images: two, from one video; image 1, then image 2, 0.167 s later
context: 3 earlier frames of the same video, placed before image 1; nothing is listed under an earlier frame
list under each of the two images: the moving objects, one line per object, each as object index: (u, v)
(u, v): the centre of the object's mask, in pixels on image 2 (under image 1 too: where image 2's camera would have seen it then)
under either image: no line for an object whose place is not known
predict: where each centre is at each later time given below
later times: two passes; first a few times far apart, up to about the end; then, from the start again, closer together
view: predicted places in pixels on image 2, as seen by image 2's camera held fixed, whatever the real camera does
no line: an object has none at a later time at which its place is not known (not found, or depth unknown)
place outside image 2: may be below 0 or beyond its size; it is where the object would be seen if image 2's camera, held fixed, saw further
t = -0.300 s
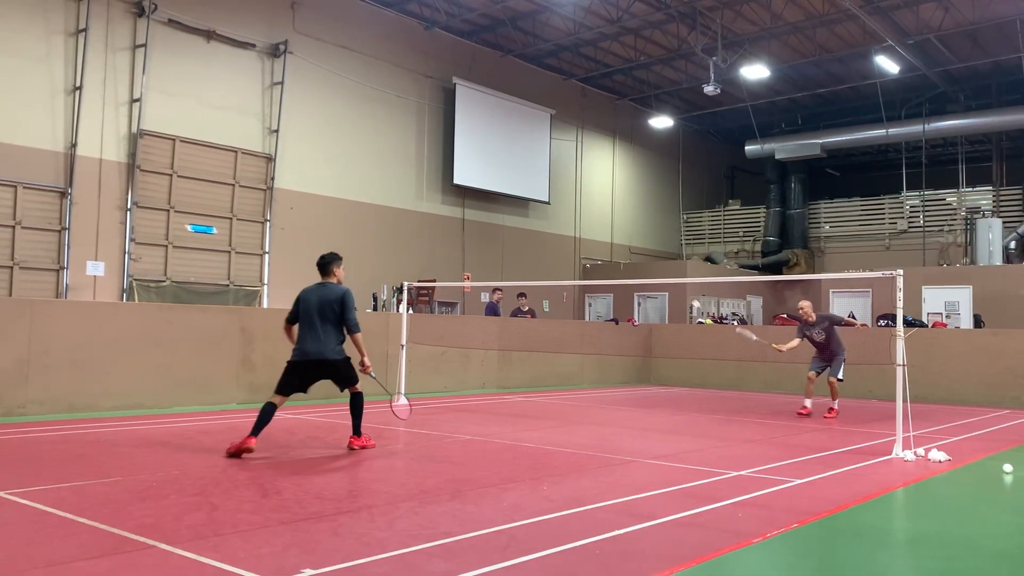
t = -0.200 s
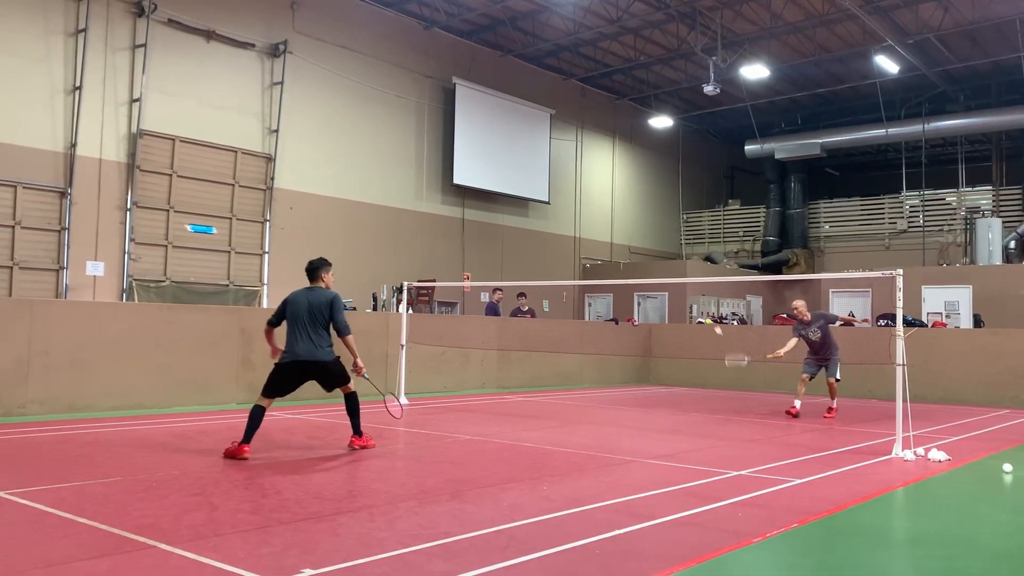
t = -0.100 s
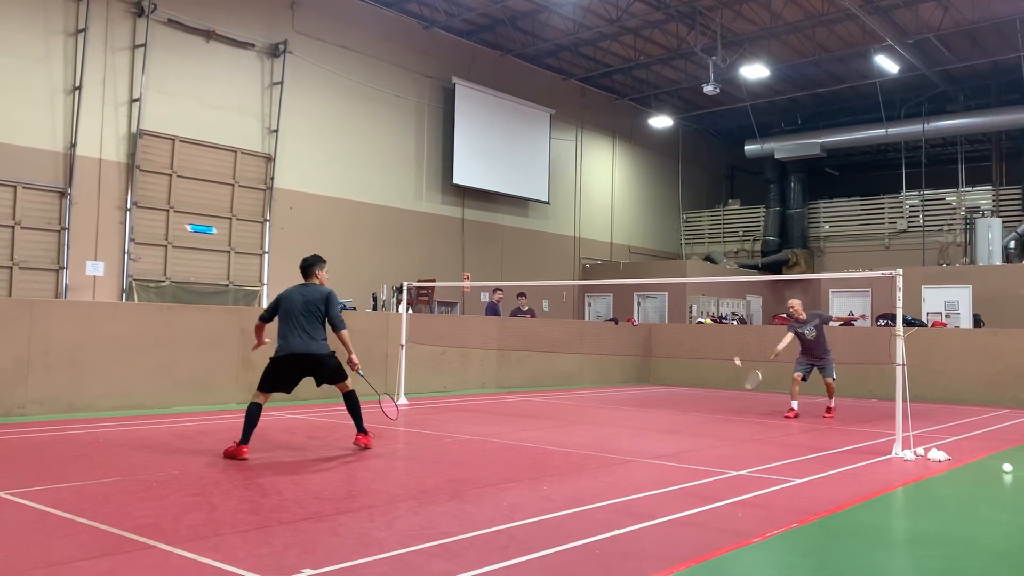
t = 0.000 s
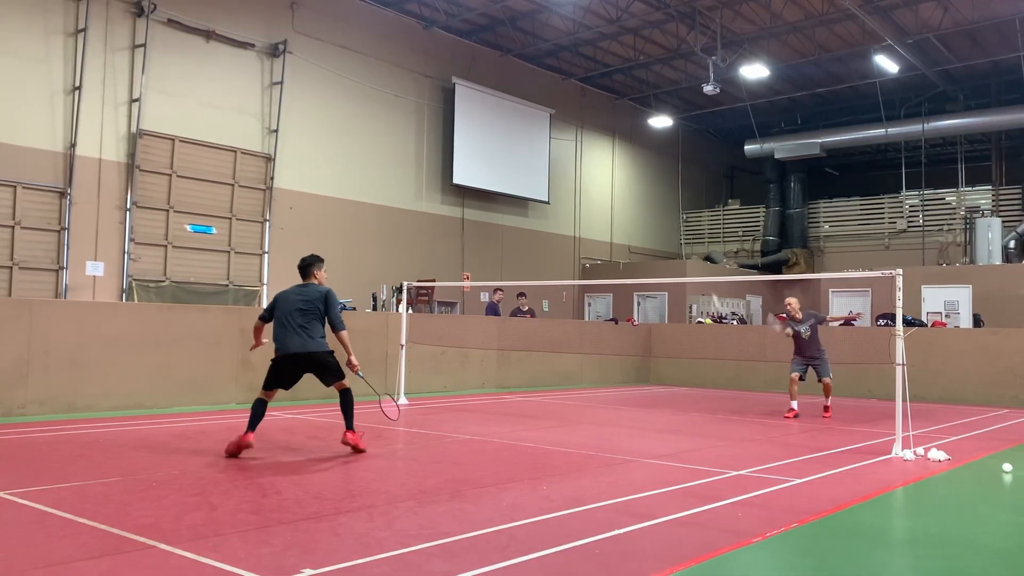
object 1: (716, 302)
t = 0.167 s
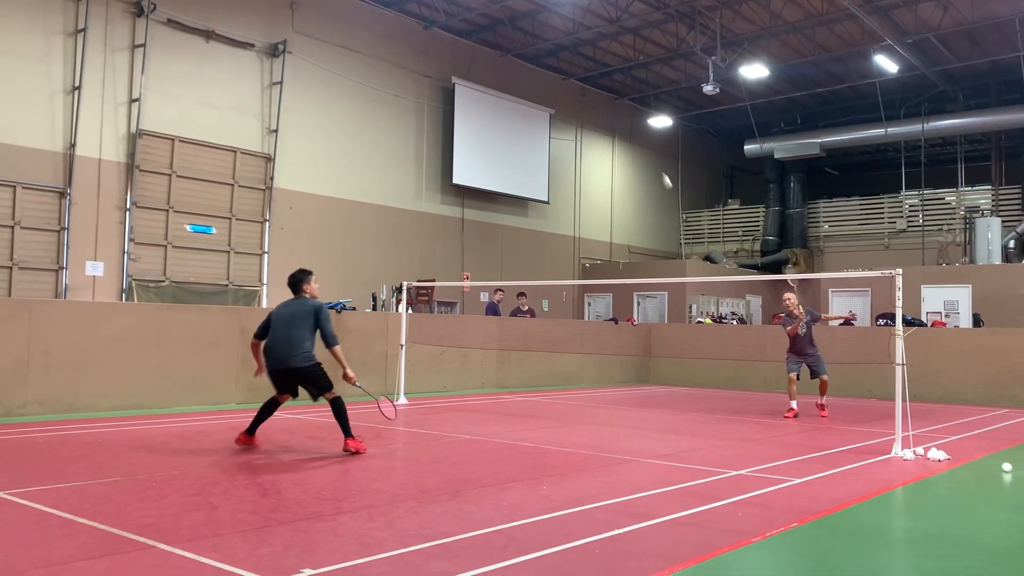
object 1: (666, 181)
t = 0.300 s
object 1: (632, 113)
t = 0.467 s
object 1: (587, 56)
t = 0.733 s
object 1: (511, 35)
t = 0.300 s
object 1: (632, 113)
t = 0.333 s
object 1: (623, 99)
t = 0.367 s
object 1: (614, 86)
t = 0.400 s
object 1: (605, 75)
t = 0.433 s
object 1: (596, 65)
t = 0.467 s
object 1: (587, 56)
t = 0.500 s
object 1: (578, 49)
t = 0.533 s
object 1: (569, 43)
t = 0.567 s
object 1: (559, 38)
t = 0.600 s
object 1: (550, 35)
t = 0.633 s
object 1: (541, 32)
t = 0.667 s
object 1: (531, 32)
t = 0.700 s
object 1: (521, 33)
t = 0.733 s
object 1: (511, 35)
